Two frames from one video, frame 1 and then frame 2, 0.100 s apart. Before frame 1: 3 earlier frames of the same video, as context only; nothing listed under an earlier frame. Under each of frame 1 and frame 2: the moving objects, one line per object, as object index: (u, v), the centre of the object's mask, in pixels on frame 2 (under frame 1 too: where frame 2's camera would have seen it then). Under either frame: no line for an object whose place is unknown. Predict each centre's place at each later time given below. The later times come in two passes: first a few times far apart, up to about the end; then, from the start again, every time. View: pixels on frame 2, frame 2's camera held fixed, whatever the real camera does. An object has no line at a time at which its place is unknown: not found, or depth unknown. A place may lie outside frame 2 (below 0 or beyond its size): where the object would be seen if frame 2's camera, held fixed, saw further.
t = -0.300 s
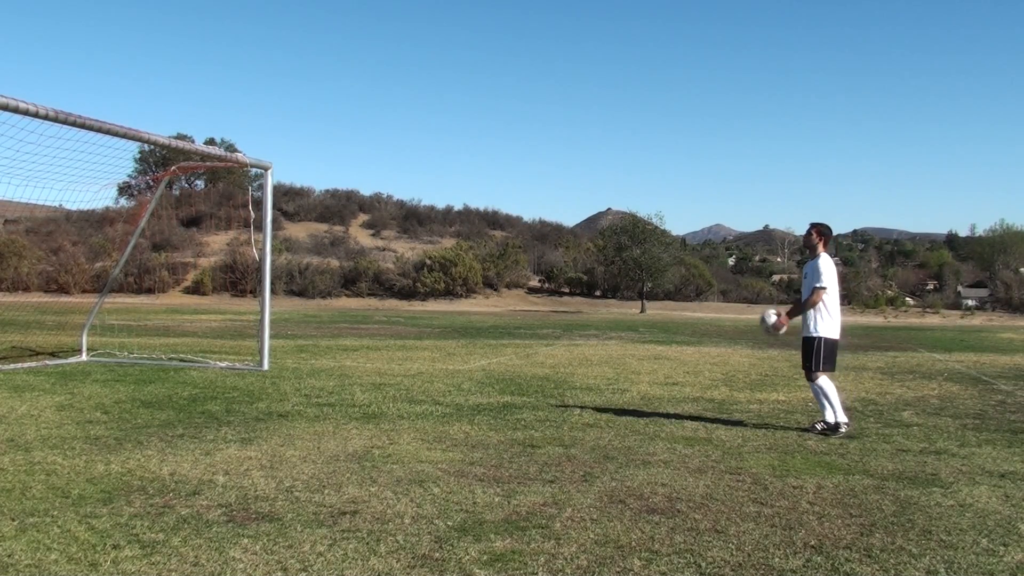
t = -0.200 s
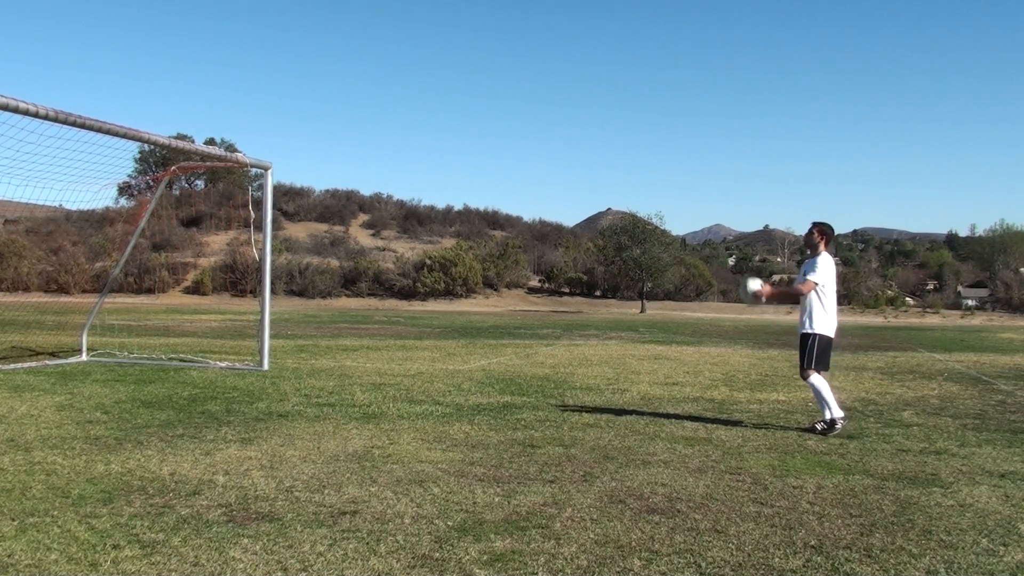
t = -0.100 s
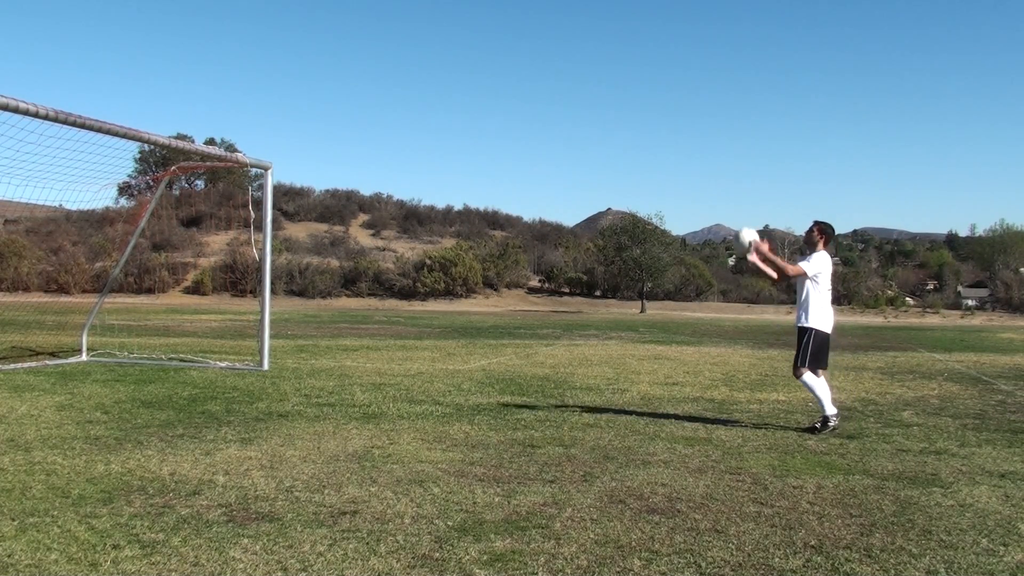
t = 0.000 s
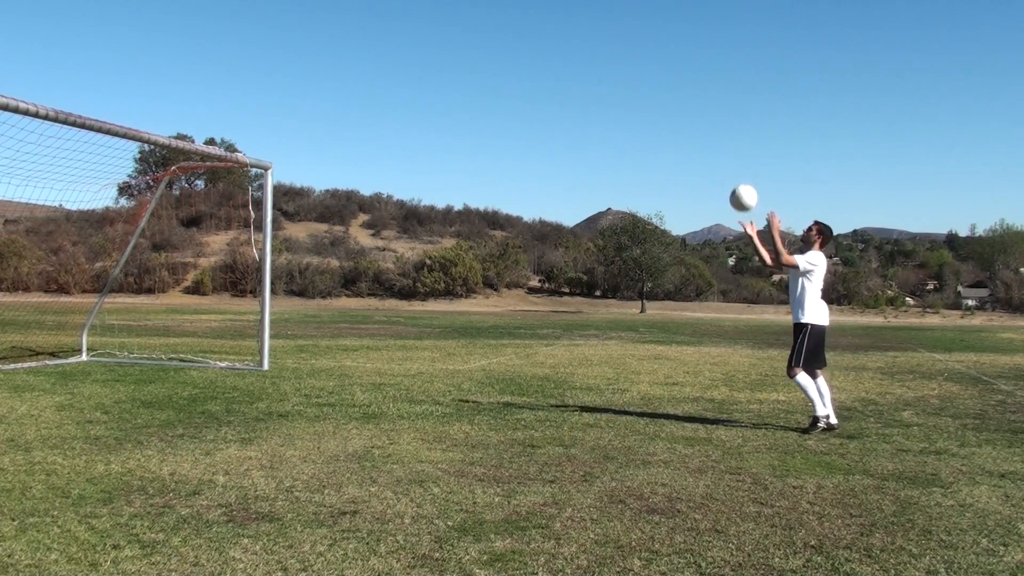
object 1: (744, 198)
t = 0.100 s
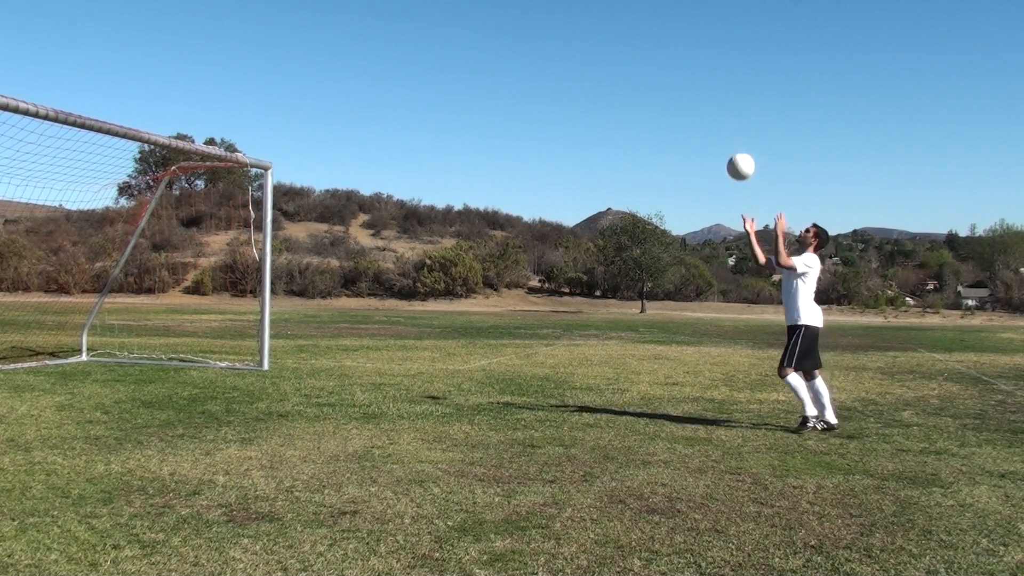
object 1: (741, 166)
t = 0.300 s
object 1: (735, 139)
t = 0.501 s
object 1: (730, 160)
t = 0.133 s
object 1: (740, 159)
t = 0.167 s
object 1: (739, 152)
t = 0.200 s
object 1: (738, 147)
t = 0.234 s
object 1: (737, 143)
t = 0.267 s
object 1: (736, 141)
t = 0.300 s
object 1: (735, 139)
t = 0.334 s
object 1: (734, 139)
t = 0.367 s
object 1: (733, 141)
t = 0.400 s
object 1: (732, 143)
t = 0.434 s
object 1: (732, 148)
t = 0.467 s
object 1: (731, 153)
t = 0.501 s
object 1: (730, 160)
